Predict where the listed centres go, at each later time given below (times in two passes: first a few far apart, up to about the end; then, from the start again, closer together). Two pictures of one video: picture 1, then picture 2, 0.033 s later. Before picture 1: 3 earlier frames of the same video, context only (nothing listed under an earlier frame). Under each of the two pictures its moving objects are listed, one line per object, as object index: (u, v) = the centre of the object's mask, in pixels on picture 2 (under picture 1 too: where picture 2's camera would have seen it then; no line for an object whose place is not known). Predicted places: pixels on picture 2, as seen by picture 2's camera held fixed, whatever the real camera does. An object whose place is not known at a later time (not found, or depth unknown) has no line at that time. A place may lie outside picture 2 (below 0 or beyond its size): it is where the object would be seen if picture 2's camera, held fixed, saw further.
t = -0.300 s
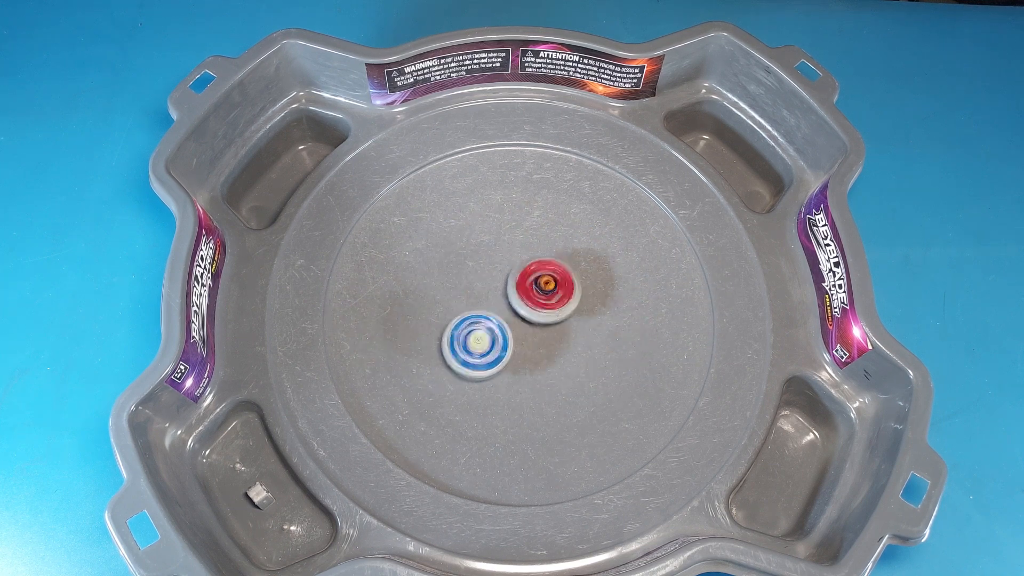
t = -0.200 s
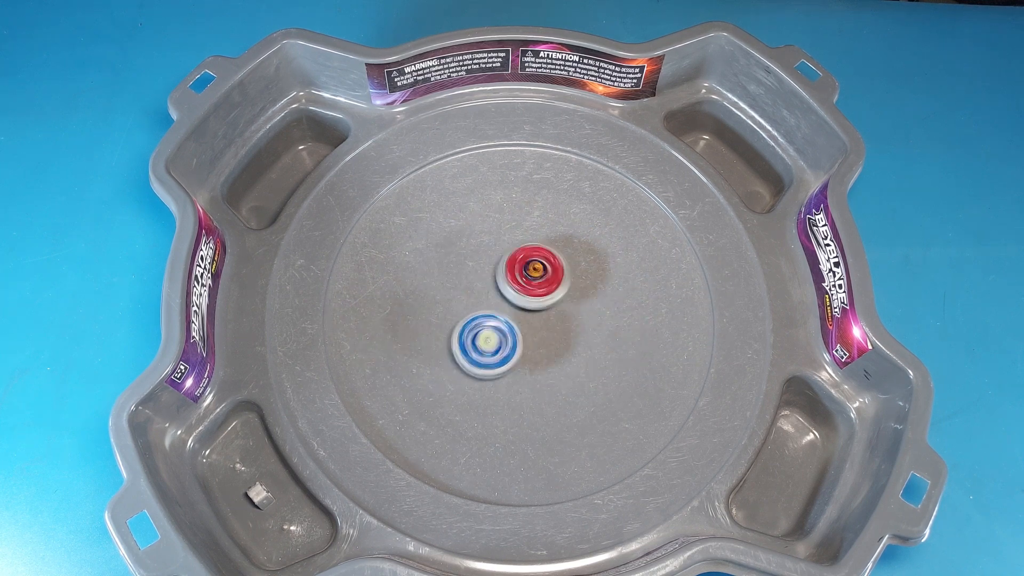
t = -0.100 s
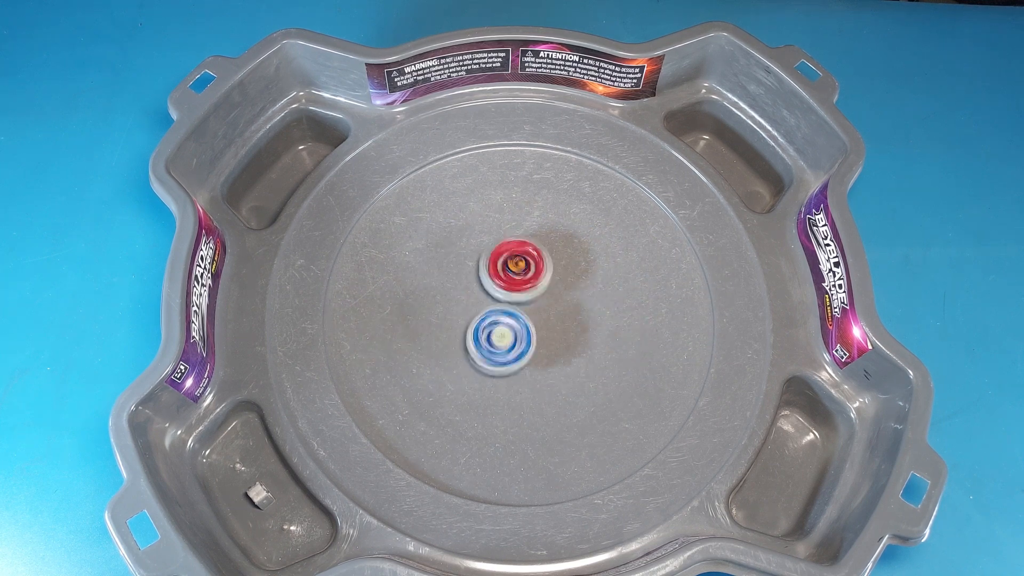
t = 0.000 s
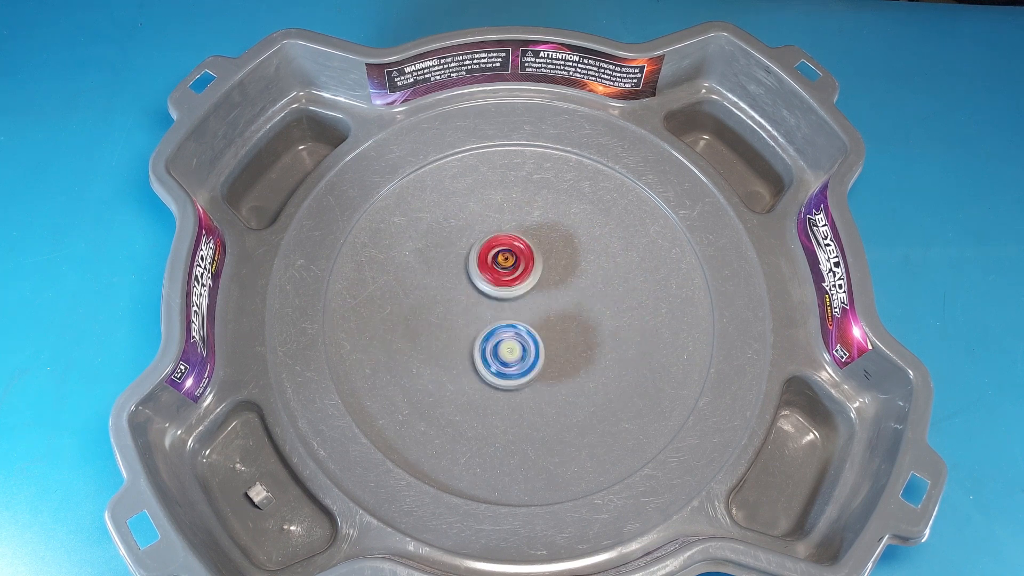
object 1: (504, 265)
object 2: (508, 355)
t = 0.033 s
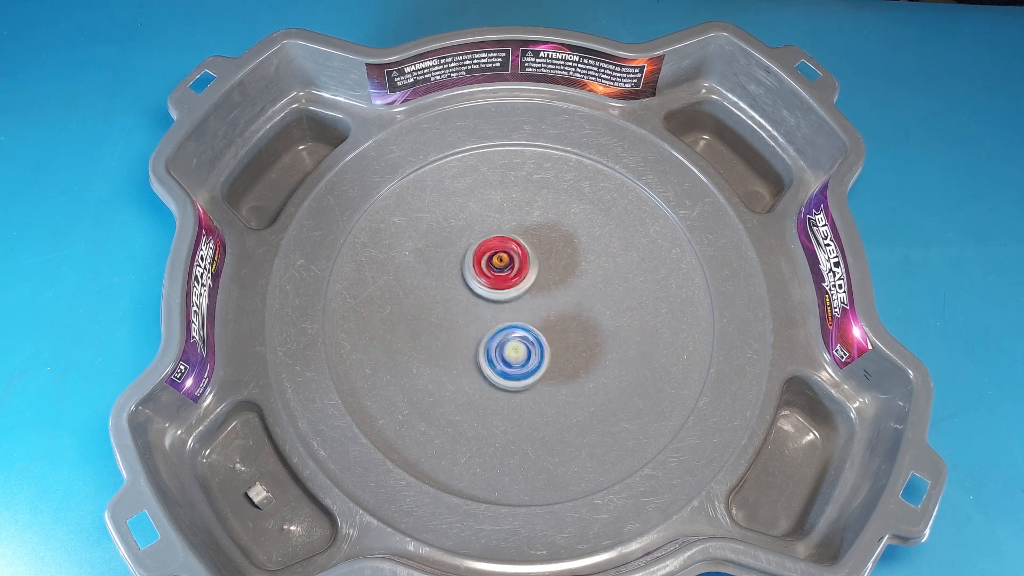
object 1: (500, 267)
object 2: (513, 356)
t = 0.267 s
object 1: (495, 300)
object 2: (552, 351)
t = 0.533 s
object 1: (504, 310)
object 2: (594, 348)
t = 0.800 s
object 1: (516, 308)
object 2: (602, 328)
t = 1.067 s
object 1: (497, 296)
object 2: (613, 333)
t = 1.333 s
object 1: (494, 313)
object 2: (574, 335)
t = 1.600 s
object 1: (487, 318)
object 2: (558, 345)
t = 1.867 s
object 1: (482, 301)
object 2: (567, 382)
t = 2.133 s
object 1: (501, 312)
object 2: (545, 371)
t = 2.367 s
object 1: (514, 308)
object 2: (532, 368)
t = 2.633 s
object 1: (533, 286)
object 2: (518, 367)
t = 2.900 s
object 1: (519, 288)
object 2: (525, 353)
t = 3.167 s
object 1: (517, 291)
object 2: (524, 362)
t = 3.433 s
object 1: (517, 290)
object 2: (522, 357)
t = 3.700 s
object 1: (518, 287)
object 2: (522, 354)
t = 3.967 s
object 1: (518, 287)
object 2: (522, 352)
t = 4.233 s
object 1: (518, 287)
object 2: (523, 352)
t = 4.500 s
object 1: (518, 287)
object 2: (523, 352)
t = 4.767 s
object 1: (518, 287)
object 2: (523, 352)
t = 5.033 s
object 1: (518, 287)
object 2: (523, 352)
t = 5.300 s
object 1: (518, 287)
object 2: (523, 352)
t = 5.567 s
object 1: (518, 287)
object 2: (523, 352)
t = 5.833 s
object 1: (518, 287)
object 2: (523, 352)
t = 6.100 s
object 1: (518, 287)
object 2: (523, 352)
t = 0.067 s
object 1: (496, 270)
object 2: (519, 357)
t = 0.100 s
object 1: (493, 274)
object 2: (524, 356)
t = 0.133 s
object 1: (492, 281)
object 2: (529, 355)
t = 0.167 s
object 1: (493, 287)
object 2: (533, 353)
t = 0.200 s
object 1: (494, 294)
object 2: (538, 350)
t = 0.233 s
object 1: (494, 297)
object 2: (543, 350)
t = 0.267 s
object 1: (495, 300)
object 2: (552, 351)
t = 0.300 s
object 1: (493, 300)
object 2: (562, 357)
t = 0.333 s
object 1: (494, 301)
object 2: (569, 359)
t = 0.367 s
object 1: (495, 302)
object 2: (575, 358)
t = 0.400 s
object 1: (496, 304)
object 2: (581, 358)
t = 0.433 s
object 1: (497, 306)
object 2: (585, 357)
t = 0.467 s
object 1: (500, 307)
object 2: (590, 354)
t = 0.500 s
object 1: (501, 309)
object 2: (593, 351)
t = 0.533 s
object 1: (504, 310)
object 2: (594, 348)
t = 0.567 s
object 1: (507, 312)
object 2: (594, 344)
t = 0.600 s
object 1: (510, 313)
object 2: (593, 339)
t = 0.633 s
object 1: (514, 314)
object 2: (590, 335)
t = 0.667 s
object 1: (515, 312)
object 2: (591, 333)
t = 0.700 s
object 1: (513, 310)
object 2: (598, 334)
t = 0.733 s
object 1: (514, 309)
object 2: (601, 333)
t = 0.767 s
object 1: (516, 308)
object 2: (602, 331)
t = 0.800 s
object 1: (516, 308)
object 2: (602, 328)
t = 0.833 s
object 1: (517, 308)
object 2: (600, 325)
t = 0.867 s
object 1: (519, 308)
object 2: (596, 323)
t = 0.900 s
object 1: (520, 308)
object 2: (592, 322)
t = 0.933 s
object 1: (513, 303)
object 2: (600, 326)
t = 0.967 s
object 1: (506, 300)
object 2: (607, 330)
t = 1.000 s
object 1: (502, 297)
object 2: (610, 331)
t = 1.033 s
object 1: (499, 296)
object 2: (612, 332)
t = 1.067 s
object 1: (497, 296)
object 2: (613, 333)
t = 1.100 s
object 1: (494, 296)
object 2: (613, 334)
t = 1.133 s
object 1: (492, 297)
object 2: (611, 334)
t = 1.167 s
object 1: (489, 300)
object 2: (603, 336)
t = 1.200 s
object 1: (488, 303)
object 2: (598, 336)
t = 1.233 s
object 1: (489, 306)
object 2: (592, 336)
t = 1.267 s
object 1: (490, 308)
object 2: (586, 336)
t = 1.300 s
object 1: (492, 311)
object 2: (580, 336)
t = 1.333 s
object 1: (494, 313)
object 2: (574, 335)
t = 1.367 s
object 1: (496, 316)
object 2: (568, 336)
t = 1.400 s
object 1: (492, 316)
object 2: (570, 339)
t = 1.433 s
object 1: (492, 317)
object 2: (567, 340)
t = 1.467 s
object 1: (492, 318)
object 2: (564, 340)
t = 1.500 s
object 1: (488, 316)
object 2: (566, 343)
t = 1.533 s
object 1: (487, 317)
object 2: (565, 344)
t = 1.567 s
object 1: (487, 318)
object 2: (562, 345)
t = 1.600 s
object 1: (487, 318)
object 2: (558, 345)
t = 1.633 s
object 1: (488, 318)
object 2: (555, 346)
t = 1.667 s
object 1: (482, 311)
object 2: (560, 355)
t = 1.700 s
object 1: (479, 303)
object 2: (566, 366)
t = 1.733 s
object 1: (479, 299)
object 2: (567, 373)
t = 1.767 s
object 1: (481, 299)
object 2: (568, 375)
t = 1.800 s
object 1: (482, 300)
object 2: (569, 378)
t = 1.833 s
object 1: (482, 301)
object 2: (569, 381)
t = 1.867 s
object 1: (482, 301)
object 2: (567, 382)
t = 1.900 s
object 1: (485, 300)
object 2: (566, 384)
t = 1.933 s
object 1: (489, 300)
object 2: (563, 384)
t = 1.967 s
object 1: (494, 301)
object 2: (560, 383)
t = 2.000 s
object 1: (496, 304)
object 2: (558, 382)
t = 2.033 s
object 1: (497, 307)
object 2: (554, 380)
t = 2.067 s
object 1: (498, 307)
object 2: (550, 377)
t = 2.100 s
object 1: (500, 310)
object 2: (548, 374)
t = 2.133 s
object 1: (501, 312)
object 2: (545, 371)
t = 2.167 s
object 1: (501, 309)
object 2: (544, 373)
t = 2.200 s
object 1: (501, 305)
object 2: (542, 375)
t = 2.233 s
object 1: (503, 305)
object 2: (539, 373)
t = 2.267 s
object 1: (505, 306)
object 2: (538, 369)
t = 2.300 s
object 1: (506, 307)
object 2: (536, 368)
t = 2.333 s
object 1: (509, 307)
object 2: (534, 369)
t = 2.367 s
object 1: (514, 308)
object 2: (532, 368)
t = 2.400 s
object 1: (520, 306)
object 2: (530, 373)
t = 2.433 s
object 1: (527, 304)
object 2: (528, 374)
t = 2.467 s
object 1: (533, 300)
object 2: (527, 373)
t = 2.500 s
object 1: (535, 296)
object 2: (527, 373)
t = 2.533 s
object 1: (535, 293)
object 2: (524, 374)
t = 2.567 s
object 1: (535, 290)
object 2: (521, 372)
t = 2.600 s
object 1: (534, 288)
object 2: (519, 370)
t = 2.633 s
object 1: (533, 286)
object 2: (518, 367)
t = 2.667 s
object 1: (531, 285)
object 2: (518, 365)
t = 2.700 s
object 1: (529, 284)
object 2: (517, 364)
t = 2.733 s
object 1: (527, 284)
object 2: (517, 361)
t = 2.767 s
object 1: (525, 284)
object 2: (518, 358)
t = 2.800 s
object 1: (523, 285)
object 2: (520, 354)
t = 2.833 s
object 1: (522, 286)
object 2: (522, 352)
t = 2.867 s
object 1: (520, 287)
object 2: (524, 352)
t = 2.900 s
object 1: (519, 288)
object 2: (525, 353)
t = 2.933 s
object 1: (517, 289)
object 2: (525, 352)
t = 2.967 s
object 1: (517, 288)
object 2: (524, 356)
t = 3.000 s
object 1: (517, 289)
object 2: (525, 357)
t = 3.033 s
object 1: (517, 290)
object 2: (526, 360)
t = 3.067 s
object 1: (517, 290)
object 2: (524, 361)
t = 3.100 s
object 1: (517, 291)
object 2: (524, 361)
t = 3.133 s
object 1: (517, 292)
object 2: (525, 360)
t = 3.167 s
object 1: (517, 291)
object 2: (524, 362)
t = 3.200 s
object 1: (517, 292)
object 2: (523, 362)
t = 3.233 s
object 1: (517, 292)
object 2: (522, 361)
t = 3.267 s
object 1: (517, 292)
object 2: (522, 360)
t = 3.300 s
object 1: (517, 292)
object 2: (523, 358)
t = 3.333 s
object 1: (517, 292)
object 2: (523, 357)
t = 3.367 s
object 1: (517, 291)
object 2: (523, 357)
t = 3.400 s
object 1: (517, 291)
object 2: (522, 357)
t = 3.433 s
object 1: (517, 290)
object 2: (522, 357)
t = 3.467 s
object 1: (517, 290)
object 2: (521, 356)
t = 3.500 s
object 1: (518, 289)
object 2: (520, 356)
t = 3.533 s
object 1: (518, 289)
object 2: (518, 356)
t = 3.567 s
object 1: (518, 288)
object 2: (519, 354)
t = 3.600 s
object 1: (519, 288)
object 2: (520, 354)
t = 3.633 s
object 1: (519, 289)
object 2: (521, 354)
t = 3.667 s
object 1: (519, 288)
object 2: (521, 354)
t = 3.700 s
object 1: (518, 287)
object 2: (522, 354)
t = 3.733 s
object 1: (518, 287)
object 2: (522, 353)
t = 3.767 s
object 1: (518, 287)
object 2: (522, 352)
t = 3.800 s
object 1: (518, 287)
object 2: (522, 352)
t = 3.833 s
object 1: (518, 287)
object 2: (522, 352)
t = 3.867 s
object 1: (518, 287)
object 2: (523, 352)
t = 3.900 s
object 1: (518, 287)
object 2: (523, 352)
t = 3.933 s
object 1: (518, 287)
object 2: (522, 352)
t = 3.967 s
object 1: (518, 287)
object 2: (522, 352)
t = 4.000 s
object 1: (518, 287)
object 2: (523, 352)
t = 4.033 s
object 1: (518, 287)
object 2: (523, 352)
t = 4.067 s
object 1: (518, 287)
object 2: (523, 352)
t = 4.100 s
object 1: (518, 287)
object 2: (523, 352)
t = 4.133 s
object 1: (518, 287)
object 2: (523, 352)
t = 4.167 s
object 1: (518, 287)
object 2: (523, 352)
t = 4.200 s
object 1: (518, 287)
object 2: (523, 352)
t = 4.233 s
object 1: (518, 287)
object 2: (523, 352)
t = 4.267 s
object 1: (518, 287)
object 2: (523, 352)
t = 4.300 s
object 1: (518, 287)
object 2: (523, 352)
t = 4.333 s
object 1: (518, 287)
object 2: (523, 352)
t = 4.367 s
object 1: (518, 287)
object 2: (523, 352)
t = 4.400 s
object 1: (518, 287)
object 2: (523, 352)
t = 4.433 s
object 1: (518, 287)
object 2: (523, 352)
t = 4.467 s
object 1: (518, 287)
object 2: (522, 352)
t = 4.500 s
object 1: (518, 287)
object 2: (523, 352)
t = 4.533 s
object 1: (518, 287)
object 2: (523, 352)
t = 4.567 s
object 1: (518, 287)
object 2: (523, 352)
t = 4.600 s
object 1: (518, 287)
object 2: (523, 352)
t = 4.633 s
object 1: (518, 287)
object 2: (522, 352)
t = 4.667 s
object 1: (518, 287)
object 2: (523, 352)
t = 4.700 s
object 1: (518, 287)
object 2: (523, 352)
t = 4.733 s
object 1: (518, 287)
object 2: (523, 352)
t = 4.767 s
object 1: (518, 287)
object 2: (523, 352)
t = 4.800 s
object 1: (518, 287)
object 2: (523, 352)
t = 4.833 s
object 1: (518, 287)
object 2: (523, 352)
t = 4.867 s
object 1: (518, 287)
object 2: (523, 352)
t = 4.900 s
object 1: (518, 287)
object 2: (523, 352)
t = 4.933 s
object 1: (518, 287)
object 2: (523, 352)
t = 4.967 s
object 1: (518, 287)
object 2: (523, 352)
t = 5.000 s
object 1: (518, 287)
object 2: (523, 352)
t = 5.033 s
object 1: (518, 287)
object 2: (523, 352)
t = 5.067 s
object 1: (518, 287)
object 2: (523, 352)
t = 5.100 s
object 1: (518, 287)
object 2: (523, 352)
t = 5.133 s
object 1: (518, 287)
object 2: (523, 352)
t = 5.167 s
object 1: (518, 287)
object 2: (522, 352)
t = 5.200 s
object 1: (518, 287)
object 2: (523, 352)
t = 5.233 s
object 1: (518, 287)
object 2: (523, 352)
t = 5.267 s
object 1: (518, 287)
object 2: (523, 352)
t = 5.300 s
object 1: (518, 287)
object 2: (523, 352)
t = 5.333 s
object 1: (518, 287)
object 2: (523, 352)
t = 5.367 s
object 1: (518, 287)
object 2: (523, 352)
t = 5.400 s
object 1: (518, 287)
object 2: (523, 352)
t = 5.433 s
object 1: (518, 287)
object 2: (523, 352)
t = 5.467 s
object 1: (518, 287)
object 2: (523, 352)
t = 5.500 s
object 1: (518, 287)
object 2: (523, 352)
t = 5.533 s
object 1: (518, 287)
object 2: (523, 352)
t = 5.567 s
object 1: (518, 287)
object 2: (523, 352)
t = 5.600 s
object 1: (518, 287)
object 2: (523, 352)
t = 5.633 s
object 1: (518, 287)
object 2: (523, 352)
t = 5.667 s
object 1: (518, 287)
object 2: (523, 352)
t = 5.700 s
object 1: (518, 287)
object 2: (523, 352)
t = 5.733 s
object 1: (518, 287)
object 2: (523, 352)
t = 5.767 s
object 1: (518, 287)
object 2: (523, 352)
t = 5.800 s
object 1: (518, 287)
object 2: (523, 352)
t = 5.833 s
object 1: (518, 287)
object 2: (523, 352)
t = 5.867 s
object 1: (518, 287)
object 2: (523, 352)
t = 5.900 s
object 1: (518, 287)
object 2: (523, 352)
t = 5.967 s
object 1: (518, 287)
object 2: (523, 352)
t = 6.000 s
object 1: (518, 287)
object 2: (523, 352)
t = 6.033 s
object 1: (518, 287)
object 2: (523, 352)
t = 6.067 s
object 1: (518, 287)
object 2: (522, 352)
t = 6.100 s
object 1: (518, 287)
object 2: (523, 352)
